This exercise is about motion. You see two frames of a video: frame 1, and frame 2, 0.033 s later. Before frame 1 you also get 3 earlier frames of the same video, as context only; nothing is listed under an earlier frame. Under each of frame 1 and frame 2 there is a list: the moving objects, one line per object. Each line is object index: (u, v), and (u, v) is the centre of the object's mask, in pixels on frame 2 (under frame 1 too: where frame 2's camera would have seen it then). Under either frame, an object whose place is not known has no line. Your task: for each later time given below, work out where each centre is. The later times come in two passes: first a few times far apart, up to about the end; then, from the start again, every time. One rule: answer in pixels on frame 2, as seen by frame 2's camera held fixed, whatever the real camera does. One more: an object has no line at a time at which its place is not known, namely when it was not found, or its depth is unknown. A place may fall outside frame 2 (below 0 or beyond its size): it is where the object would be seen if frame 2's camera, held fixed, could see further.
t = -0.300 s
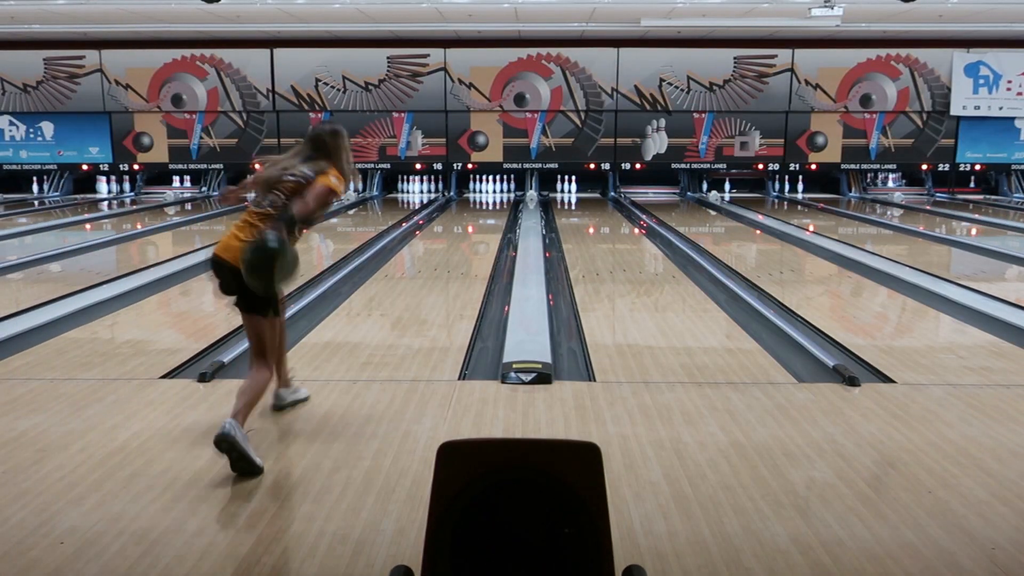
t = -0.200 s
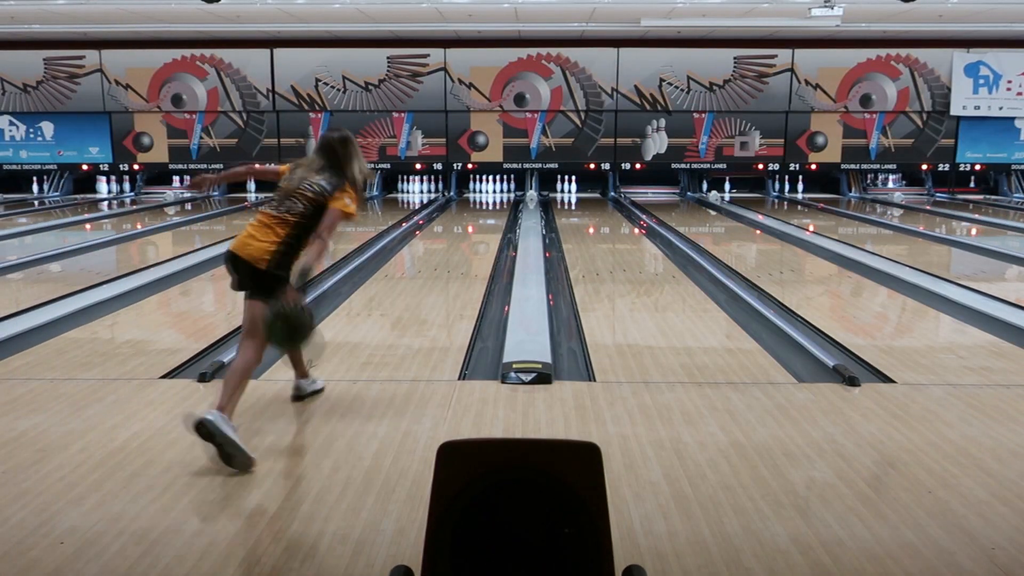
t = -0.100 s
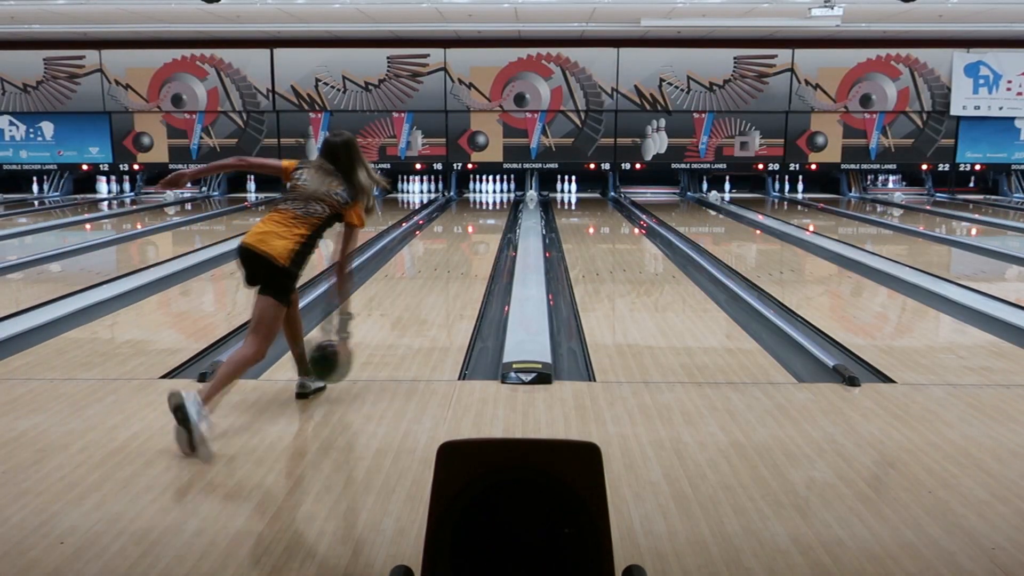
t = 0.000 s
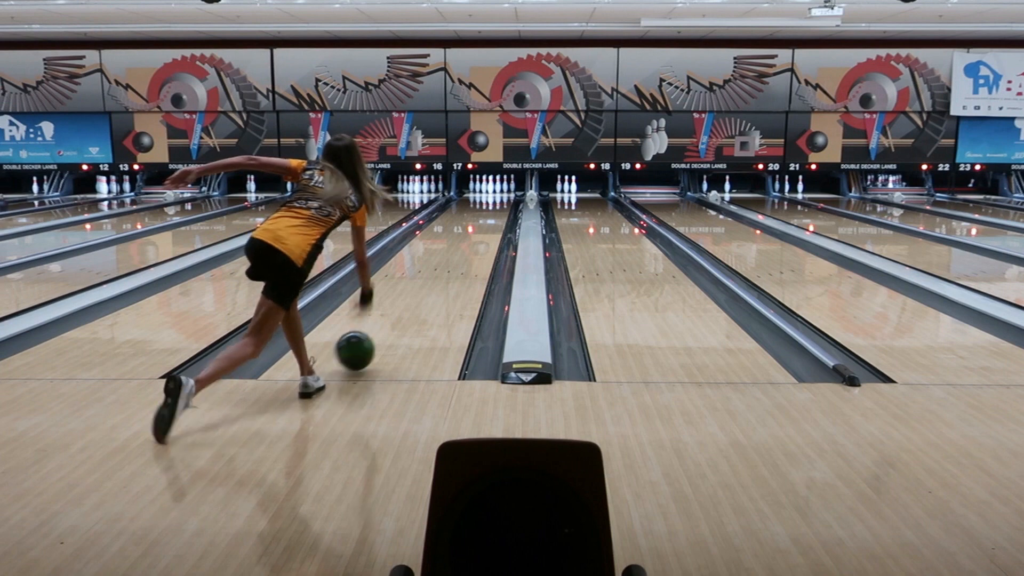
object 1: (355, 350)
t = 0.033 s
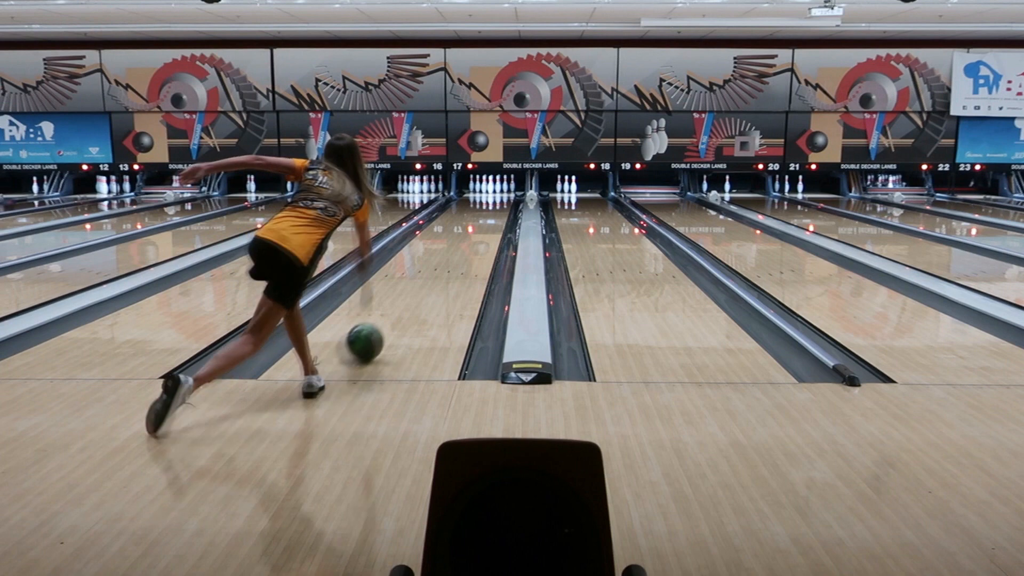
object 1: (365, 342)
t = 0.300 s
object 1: (410, 296)
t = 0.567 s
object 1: (440, 263)
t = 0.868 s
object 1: (461, 240)
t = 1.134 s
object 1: (472, 226)
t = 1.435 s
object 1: (483, 214)
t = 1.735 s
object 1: (490, 205)
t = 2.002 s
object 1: (494, 198)
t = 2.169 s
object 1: (495, 195)
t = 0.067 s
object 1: (374, 333)
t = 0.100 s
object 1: (378, 329)
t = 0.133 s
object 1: (383, 324)
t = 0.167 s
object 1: (390, 316)
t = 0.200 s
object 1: (397, 309)
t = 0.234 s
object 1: (400, 305)
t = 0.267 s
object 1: (406, 299)
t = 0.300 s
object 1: (410, 296)
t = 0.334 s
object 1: (415, 290)
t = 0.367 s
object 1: (420, 285)
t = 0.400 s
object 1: (423, 281)
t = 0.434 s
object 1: (426, 278)
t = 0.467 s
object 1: (429, 274)
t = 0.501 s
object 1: (433, 270)
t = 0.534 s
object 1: (437, 266)
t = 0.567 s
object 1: (440, 263)
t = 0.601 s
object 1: (442, 260)
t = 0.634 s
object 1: (444, 258)
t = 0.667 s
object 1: (447, 255)
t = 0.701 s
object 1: (450, 252)
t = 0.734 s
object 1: (452, 249)
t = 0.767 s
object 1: (454, 247)
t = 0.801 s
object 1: (456, 245)
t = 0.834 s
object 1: (458, 242)
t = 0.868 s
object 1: (461, 240)
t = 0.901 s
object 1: (462, 238)
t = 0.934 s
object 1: (463, 237)
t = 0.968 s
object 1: (465, 235)
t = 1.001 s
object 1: (467, 232)
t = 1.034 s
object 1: (469, 230)
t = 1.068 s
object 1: (470, 229)
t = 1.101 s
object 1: (471, 227)
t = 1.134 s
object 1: (472, 226)
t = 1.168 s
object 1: (474, 224)
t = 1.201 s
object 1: (476, 223)
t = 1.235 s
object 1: (477, 221)
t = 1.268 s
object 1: (478, 220)
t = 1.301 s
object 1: (479, 219)
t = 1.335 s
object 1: (480, 218)
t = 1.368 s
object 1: (481, 216)
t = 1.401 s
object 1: (482, 215)
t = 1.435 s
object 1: (483, 214)
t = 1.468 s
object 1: (484, 213)
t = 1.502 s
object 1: (485, 212)
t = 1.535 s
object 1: (485, 211)
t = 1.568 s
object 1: (486, 210)
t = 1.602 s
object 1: (488, 209)
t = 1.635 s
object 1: (488, 208)
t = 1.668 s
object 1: (489, 207)
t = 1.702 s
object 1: (490, 206)
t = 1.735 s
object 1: (490, 205)
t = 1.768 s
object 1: (491, 204)
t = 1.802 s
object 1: (491, 203)
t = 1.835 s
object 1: (492, 202)
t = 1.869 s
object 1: (493, 202)
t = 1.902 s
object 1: (493, 201)
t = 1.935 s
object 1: (493, 200)
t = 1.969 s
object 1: (494, 199)
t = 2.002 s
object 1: (494, 198)
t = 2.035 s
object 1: (494, 198)
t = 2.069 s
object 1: (495, 197)
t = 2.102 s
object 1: (495, 197)
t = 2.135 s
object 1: (495, 196)
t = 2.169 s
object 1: (495, 195)
